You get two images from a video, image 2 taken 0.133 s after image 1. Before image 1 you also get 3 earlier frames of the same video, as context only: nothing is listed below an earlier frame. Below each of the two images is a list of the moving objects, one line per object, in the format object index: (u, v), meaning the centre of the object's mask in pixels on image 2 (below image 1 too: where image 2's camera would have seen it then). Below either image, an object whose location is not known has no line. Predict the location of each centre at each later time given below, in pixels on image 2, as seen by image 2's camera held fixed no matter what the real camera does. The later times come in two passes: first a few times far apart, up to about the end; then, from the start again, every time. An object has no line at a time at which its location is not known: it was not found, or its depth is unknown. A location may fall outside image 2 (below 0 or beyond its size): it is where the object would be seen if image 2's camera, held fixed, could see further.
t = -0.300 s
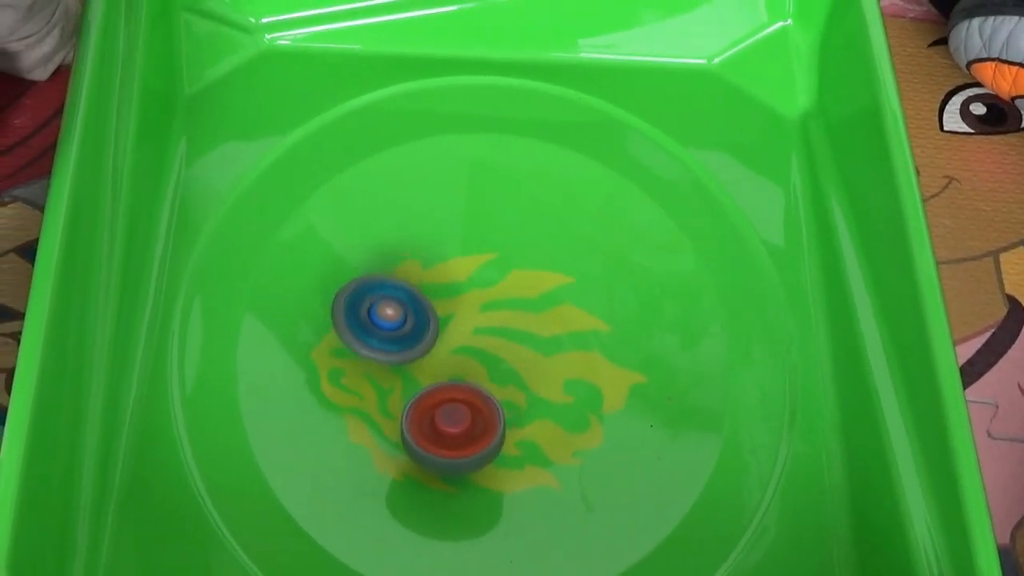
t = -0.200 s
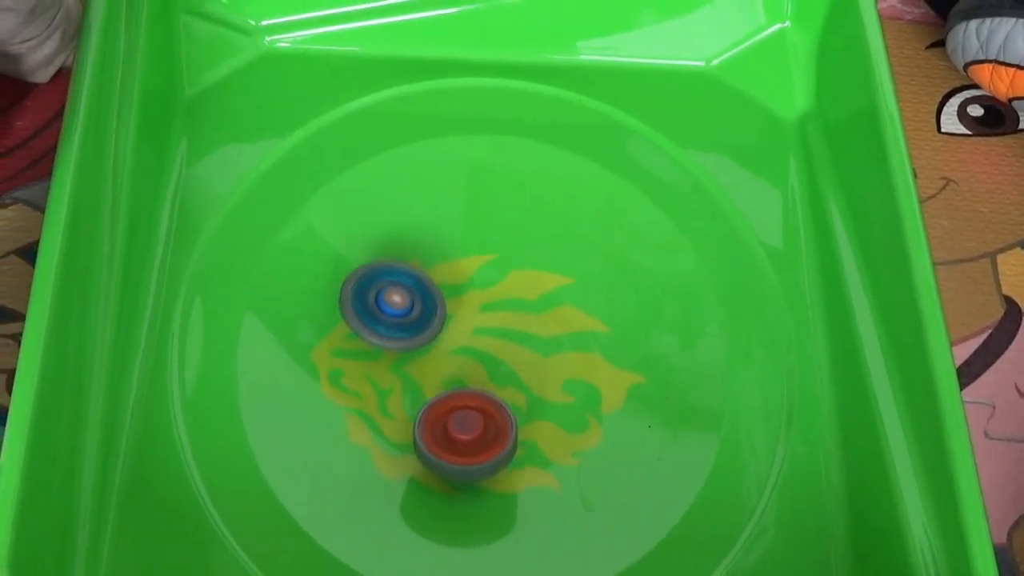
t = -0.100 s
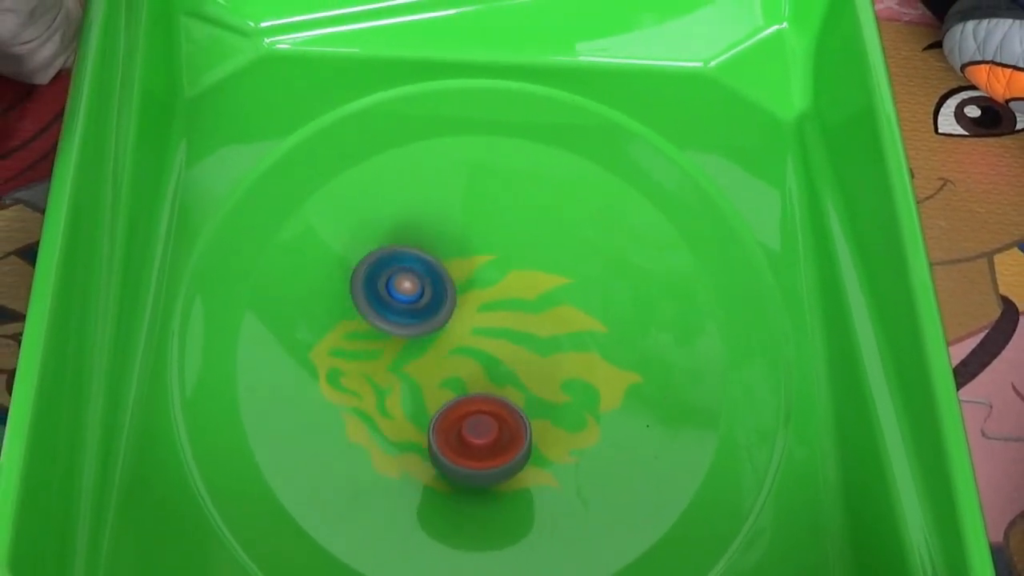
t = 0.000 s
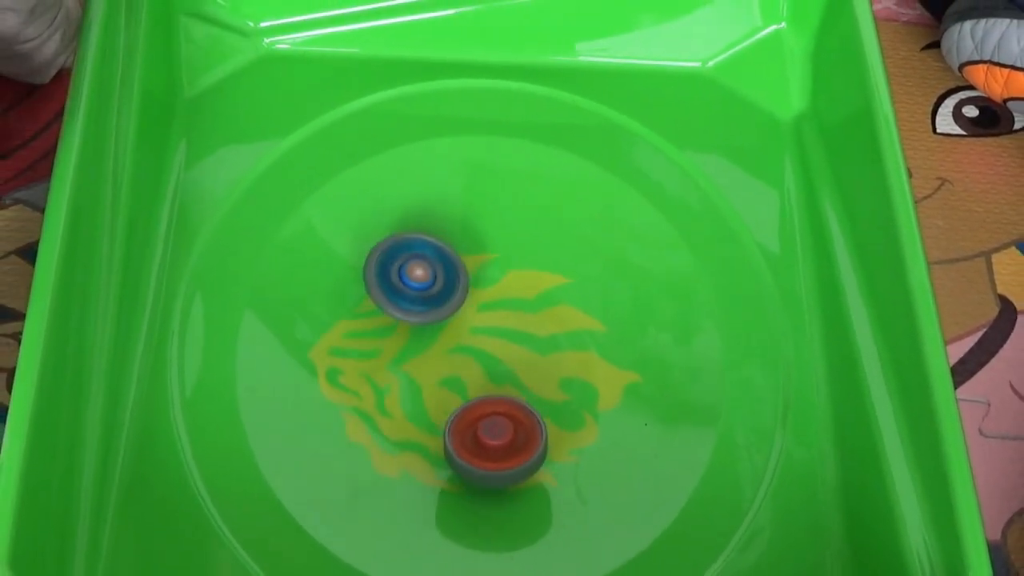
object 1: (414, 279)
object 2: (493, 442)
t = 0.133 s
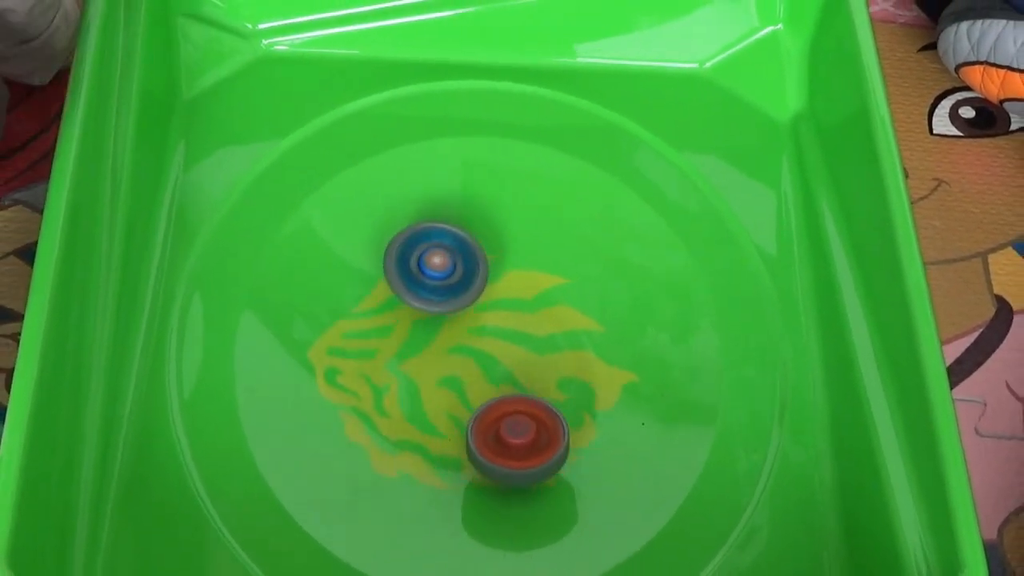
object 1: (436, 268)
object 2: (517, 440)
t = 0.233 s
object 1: (452, 262)
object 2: (534, 434)
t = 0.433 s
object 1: (485, 258)
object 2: (547, 415)
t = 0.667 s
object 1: (523, 269)
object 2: (545, 401)
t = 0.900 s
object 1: (553, 291)
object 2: (551, 400)
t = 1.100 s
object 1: (569, 314)
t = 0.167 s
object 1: (442, 266)
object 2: (523, 439)
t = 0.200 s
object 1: (447, 263)
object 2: (529, 436)
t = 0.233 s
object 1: (452, 262)
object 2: (534, 434)
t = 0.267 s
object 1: (458, 260)
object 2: (539, 431)
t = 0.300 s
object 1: (464, 258)
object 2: (542, 427)
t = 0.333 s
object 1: (469, 257)
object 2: (544, 424)
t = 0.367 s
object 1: (475, 257)
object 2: (546, 421)
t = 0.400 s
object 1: (480, 257)
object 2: (546, 418)
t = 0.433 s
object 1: (485, 258)
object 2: (547, 415)
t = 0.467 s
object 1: (490, 260)
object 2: (547, 412)
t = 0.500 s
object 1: (496, 261)
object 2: (547, 409)
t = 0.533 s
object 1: (501, 262)
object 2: (546, 407)
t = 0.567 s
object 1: (507, 264)
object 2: (545, 405)
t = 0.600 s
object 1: (512, 266)
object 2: (545, 404)
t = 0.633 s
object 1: (518, 267)
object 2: (544, 403)
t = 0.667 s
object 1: (523, 269)
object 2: (545, 401)
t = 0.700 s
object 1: (528, 271)
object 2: (546, 400)
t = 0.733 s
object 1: (533, 274)
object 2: (548, 401)
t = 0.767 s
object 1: (537, 277)
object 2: (550, 401)
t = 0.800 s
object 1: (541, 280)
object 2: (551, 401)
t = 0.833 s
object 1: (545, 284)
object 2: (551, 401)
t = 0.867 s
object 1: (549, 287)
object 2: (551, 400)
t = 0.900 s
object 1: (553, 291)
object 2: (551, 400)
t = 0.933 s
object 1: (556, 294)
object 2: (551, 399)
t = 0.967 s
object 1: (560, 298)
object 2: (551, 399)
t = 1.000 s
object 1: (563, 302)
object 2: (551, 399)
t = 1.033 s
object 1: (565, 306)
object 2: (551, 399)
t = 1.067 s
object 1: (567, 310)
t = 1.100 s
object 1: (569, 314)
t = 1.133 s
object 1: (571, 318)
